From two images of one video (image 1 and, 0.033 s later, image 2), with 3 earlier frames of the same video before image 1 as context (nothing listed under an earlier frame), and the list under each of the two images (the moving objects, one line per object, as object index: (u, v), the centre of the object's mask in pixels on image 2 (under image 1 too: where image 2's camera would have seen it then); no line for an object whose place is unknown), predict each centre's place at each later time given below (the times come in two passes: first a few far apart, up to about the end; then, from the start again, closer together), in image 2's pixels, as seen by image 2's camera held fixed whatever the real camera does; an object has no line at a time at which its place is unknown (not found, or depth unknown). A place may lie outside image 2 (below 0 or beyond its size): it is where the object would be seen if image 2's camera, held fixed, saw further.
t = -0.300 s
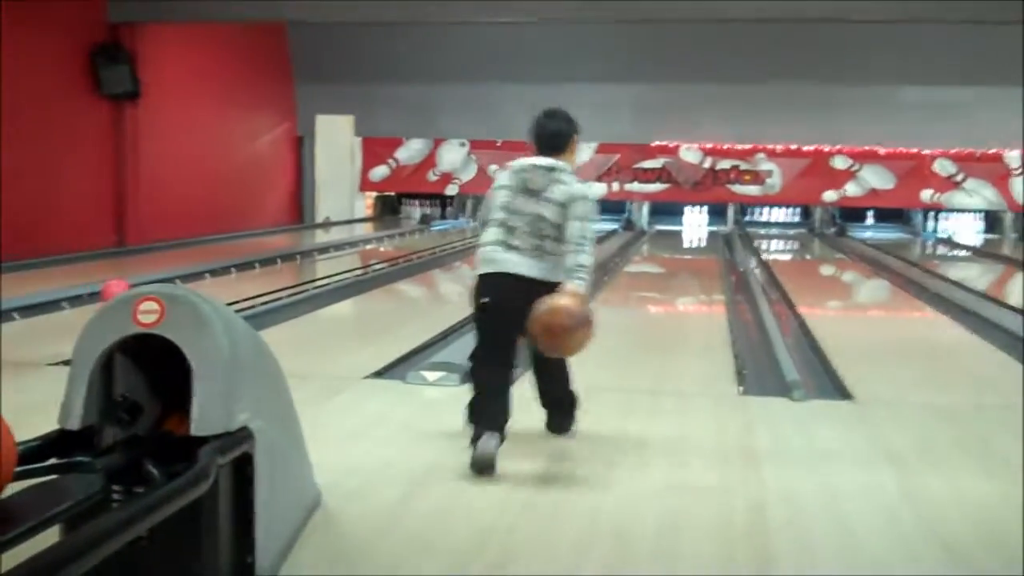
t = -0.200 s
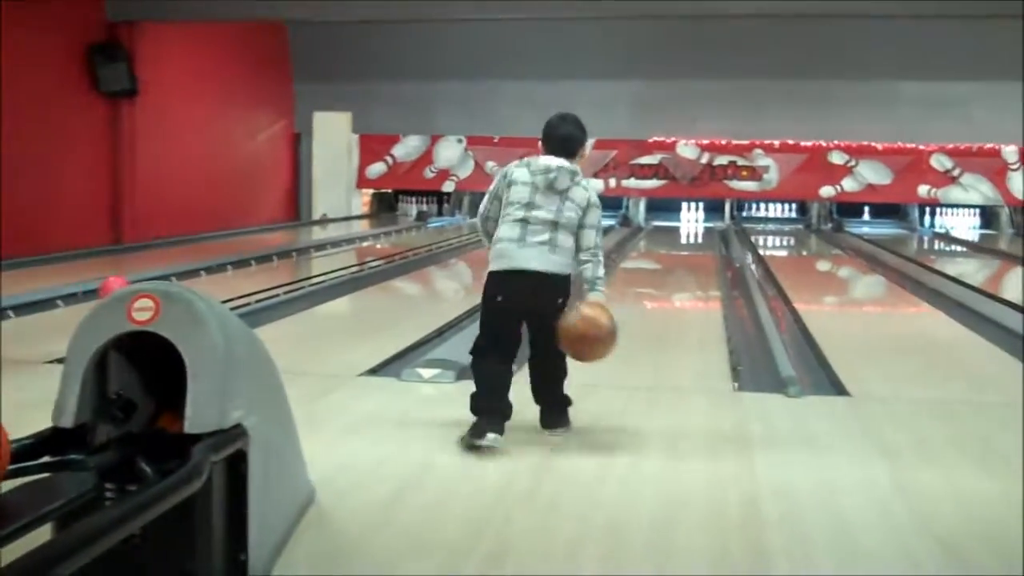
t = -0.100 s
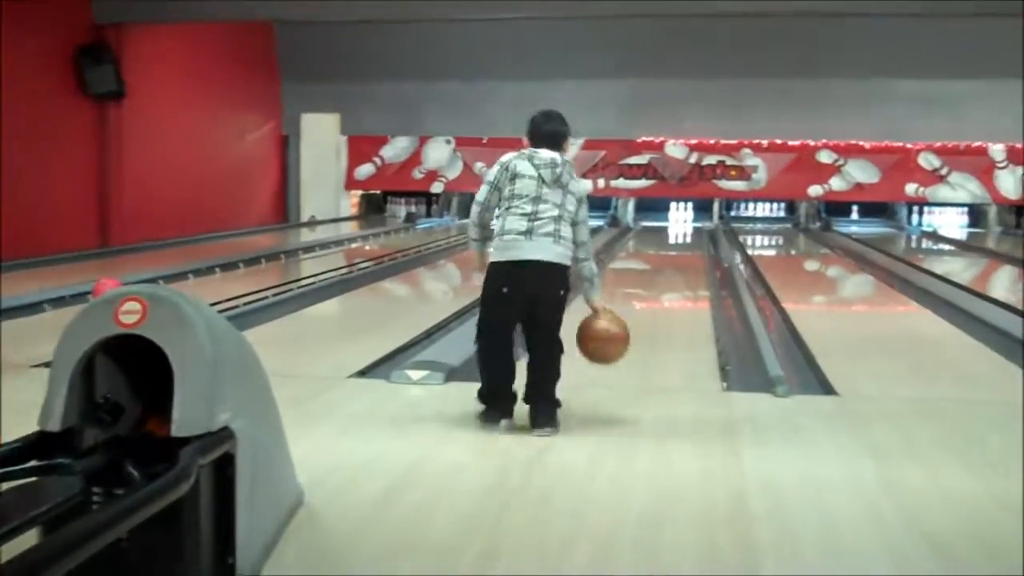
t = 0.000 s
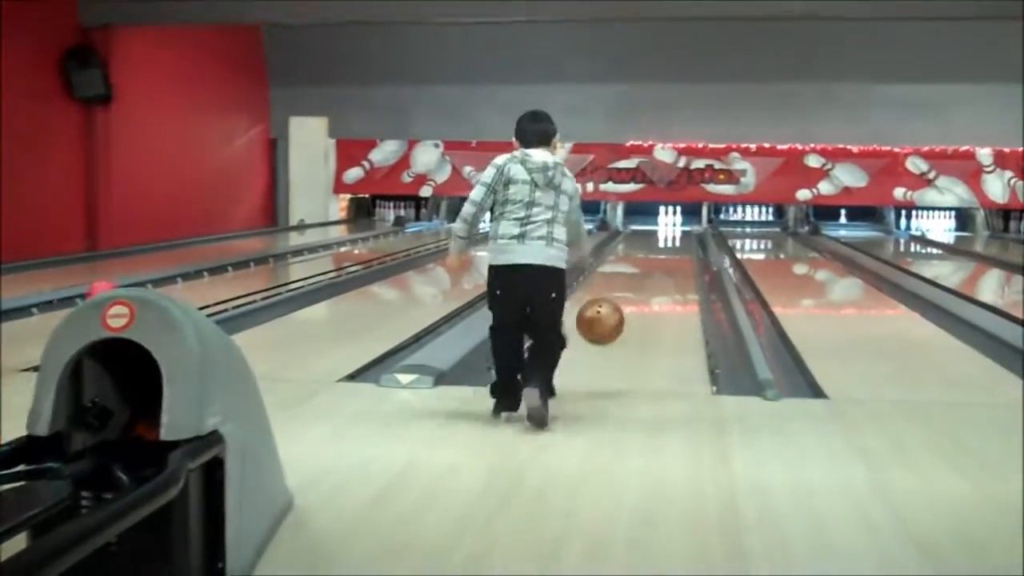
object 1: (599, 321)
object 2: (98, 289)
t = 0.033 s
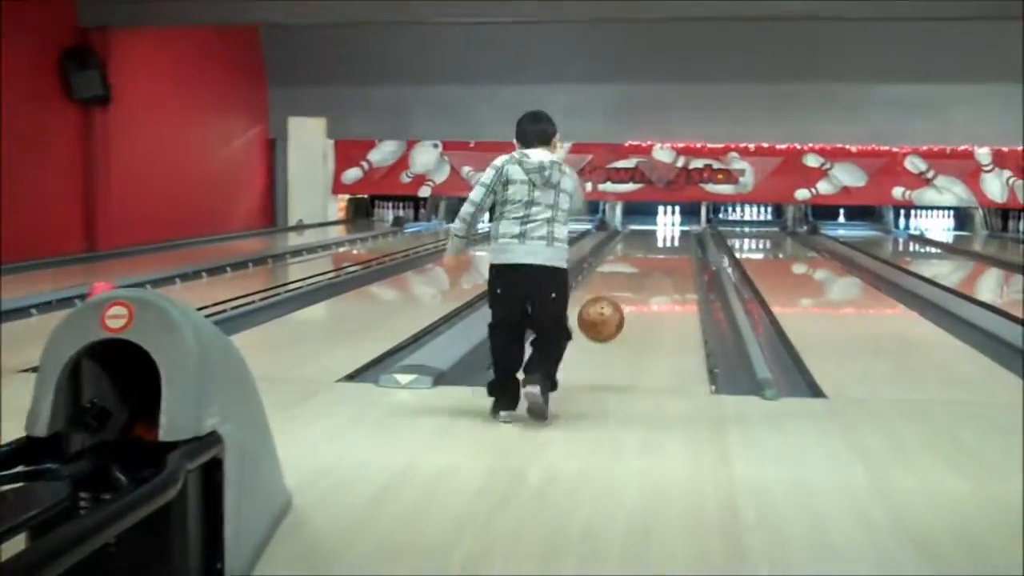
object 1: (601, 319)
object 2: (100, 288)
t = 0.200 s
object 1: (609, 340)
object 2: (109, 285)
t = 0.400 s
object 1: (615, 315)
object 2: (119, 284)
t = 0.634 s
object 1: (620, 296)
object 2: (130, 282)
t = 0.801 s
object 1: (623, 283)
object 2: (139, 282)
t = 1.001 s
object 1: (626, 273)
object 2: (147, 281)
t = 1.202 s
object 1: (626, 264)
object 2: (155, 280)
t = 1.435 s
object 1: (627, 256)
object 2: (163, 279)
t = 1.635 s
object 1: (626, 252)
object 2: (170, 278)
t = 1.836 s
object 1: (625, 248)
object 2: (176, 275)
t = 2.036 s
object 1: (625, 243)
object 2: (183, 274)
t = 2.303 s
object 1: (622, 239)
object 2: (191, 272)
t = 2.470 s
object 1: (622, 237)
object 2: (196, 271)
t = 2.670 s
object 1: (625, 234)
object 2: (201, 270)
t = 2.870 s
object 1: (628, 233)
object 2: (206, 267)
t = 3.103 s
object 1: (631, 231)
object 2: (212, 266)
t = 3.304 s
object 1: (633, 229)
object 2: (218, 265)
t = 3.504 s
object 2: (223, 264)
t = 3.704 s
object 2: (232, 263)
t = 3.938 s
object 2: (239, 262)
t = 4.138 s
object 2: (248, 261)
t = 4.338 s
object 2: (254, 259)
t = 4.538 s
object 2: (261, 258)
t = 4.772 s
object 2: (268, 256)
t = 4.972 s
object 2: (274, 255)
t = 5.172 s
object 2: (280, 255)
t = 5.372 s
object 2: (286, 254)
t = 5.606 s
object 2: (293, 253)
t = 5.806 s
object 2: (299, 252)
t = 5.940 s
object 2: (302, 252)
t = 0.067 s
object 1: (603, 319)
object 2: (103, 287)
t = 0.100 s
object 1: (604, 322)
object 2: (105, 287)
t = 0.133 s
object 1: (606, 327)
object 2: (106, 286)
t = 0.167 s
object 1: (608, 333)
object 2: (107, 286)
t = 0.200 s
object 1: (609, 340)
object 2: (109, 285)
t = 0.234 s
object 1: (610, 334)
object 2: (109, 285)
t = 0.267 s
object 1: (611, 327)
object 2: (113, 284)
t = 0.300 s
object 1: (612, 322)
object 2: (116, 284)
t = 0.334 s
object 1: (613, 320)
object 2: (116, 284)
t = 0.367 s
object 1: (614, 320)
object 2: (117, 283)
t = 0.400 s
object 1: (615, 315)
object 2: (119, 284)
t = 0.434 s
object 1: (616, 312)
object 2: (121, 283)
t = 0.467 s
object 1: (617, 310)
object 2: (121, 283)
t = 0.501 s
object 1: (617, 307)
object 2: (123, 283)
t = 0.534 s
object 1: (618, 304)
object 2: (125, 283)
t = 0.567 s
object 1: (619, 302)
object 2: (127, 282)
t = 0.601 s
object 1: (619, 298)
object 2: (128, 282)
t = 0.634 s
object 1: (620, 296)
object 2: (130, 282)
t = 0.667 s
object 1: (620, 294)
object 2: (131, 282)
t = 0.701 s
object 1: (621, 291)
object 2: (134, 282)
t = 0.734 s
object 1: (622, 287)
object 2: (136, 281)
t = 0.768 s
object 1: (623, 284)
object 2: (138, 281)
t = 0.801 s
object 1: (623, 283)
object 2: (139, 282)
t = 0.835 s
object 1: (624, 281)
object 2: (141, 281)
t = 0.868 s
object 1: (624, 279)
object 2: (142, 281)
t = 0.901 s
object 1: (625, 278)
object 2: (143, 281)
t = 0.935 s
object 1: (625, 276)
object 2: (145, 280)
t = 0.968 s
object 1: (625, 274)
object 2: (146, 281)
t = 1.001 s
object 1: (626, 273)
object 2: (147, 281)
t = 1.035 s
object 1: (626, 271)
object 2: (149, 281)
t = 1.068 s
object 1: (626, 270)
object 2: (150, 281)
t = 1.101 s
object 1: (626, 268)
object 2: (152, 281)
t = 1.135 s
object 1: (626, 266)
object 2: (153, 281)
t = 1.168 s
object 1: (626, 266)
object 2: (154, 280)
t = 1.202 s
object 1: (626, 264)
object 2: (155, 280)
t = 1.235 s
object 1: (626, 263)
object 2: (156, 281)
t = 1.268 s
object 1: (626, 262)
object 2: (158, 280)
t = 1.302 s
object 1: (626, 261)
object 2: (158, 280)
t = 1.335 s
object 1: (626, 260)
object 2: (160, 280)
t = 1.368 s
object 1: (627, 259)
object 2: (161, 280)
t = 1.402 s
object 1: (627, 257)
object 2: (162, 280)
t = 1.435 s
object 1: (627, 256)
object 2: (163, 279)
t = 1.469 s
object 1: (627, 255)
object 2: (164, 280)
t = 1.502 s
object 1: (626, 255)
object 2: (165, 279)
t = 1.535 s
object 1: (626, 254)
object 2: (166, 279)
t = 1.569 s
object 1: (626, 254)
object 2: (167, 279)
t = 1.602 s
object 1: (626, 253)
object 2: (169, 278)
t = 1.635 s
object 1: (626, 252)
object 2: (170, 278)
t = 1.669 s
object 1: (625, 251)
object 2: (171, 277)
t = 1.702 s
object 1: (625, 251)
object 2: (172, 277)
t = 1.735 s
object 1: (626, 250)
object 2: (173, 277)
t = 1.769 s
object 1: (625, 249)
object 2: (174, 277)
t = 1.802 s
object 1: (625, 249)
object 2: (175, 276)
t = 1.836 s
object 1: (625, 248)
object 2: (176, 275)
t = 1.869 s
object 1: (625, 248)
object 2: (177, 275)
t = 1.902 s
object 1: (625, 247)
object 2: (179, 275)
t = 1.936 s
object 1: (625, 246)
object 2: (180, 274)
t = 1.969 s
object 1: (624, 246)
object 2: (181, 274)
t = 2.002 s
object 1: (624, 244)
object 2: (182, 274)
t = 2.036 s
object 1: (625, 243)
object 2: (183, 274)
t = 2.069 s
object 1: (623, 243)
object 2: (184, 274)
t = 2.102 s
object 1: (624, 242)
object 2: (185, 274)
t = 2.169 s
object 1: (623, 241)
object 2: (187, 273)
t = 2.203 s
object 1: (623, 241)
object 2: (188, 273)
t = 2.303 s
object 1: (622, 239)
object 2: (191, 272)
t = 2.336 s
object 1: (622, 238)
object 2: (191, 272)
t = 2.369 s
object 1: (622, 238)
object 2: (193, 272)
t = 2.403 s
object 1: (622, 238)
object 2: (194, 271)
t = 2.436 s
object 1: (621, 238)
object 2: (195, 271)
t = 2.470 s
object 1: (622, 237)
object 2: (196, 271)
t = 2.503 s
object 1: (623, 236)
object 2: (196, 271)
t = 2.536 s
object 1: (623, 236)
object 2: (197, 271)
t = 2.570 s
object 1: (624, 235)
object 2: (198, 270)
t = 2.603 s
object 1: (624, 235)
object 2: (199, 270)
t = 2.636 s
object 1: (624, 235)
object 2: (200, 270)
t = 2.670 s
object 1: (625, 234)
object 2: (201, 270)
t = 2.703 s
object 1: (627, 234)
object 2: (202, 269)
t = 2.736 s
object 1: (626, 234)
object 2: (203, 269)
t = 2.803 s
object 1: (627, 233)
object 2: (205, 268)
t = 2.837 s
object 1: (628, 233)
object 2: (206, 268)
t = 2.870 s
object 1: (628, 233)
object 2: (206, 267)
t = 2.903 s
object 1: (629, 232)
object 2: (207, 268)
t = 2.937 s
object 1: (629, 232)
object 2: (208, 267)
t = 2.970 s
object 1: (630, 232)
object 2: (209, 267)
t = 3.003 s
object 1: (630, 232)
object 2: (210, 266)
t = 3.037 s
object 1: (630, 232)
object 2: (210, 266)
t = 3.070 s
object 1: (631, 232)
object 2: (212, 266)
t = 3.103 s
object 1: (631, 231)
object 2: (212, 266)
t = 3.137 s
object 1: (631, 231)
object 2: (213, 266)
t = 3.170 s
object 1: (632, 230)
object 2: (213, 266)
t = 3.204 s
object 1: (632, 230)
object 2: (214, 266)
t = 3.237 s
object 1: (632, 229)
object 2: (215, 266)
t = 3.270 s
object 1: (632, 229)
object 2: (216, 265)
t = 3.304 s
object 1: (633, 229)
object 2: (218, 265)
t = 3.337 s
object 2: (218, 265)
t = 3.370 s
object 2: (219, 264)
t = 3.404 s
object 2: (220, 264)
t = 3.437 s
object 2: (221, 264)
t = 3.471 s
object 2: (222, 264)
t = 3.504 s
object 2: (223, 264)
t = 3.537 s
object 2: (224, 263)
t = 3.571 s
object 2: (225, 263)
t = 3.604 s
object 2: (227, 263)
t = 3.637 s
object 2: (228, 263)
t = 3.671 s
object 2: (230, 262)
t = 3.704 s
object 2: (232, 263)
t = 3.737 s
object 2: (233, 263)
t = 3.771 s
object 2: (234, 262)
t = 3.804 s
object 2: (235, 262)
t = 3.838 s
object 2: (235, 262)
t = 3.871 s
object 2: (237, 262)
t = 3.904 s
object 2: (238, 262)
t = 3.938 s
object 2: (239, 262)
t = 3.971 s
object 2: (241, 262)
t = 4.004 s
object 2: (242, 262)
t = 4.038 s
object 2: (242, 261)
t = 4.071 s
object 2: (244, 262)
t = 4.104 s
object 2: (247, 261)
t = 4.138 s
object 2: (248, 261)
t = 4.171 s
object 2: (248, 261)
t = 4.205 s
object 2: (250, 260)
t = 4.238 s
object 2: (251, 260)
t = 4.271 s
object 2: (252, 260)
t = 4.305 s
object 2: (253, 260)
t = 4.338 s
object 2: (254, 259)
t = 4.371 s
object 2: (255, 259)
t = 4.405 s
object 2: (257, 258)
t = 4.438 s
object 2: (257, 258)
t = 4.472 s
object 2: (260, 258)
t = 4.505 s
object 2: (260, 258)
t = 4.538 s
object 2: (261, 258)
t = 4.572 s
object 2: (262, 257)
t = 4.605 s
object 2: (263, 258)
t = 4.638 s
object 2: (263, 257)
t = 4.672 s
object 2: (265, 257)
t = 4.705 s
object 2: (267, 257)
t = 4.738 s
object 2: (267, 256)
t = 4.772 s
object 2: (268, 256)
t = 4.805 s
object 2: (268, 256)
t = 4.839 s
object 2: (270, 256)
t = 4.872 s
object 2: (270, 255)
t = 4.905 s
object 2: (271, 255)
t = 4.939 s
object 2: (272, 255)
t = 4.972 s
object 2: (274, 255)
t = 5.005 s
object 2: (276, 255)
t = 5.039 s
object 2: (276, 256)
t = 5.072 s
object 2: (278, 256)
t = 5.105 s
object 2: (279, 255)
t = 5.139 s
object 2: (279, 255)
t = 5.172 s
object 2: (280, 255)
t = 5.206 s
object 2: (281, 255)
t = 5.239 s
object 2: (282, 255)
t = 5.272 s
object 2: (283, 254)
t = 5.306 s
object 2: (284, 254)
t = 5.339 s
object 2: (285, 254)
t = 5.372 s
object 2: (286, 254)
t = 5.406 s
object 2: (288, 254)
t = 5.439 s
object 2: (288, 254)
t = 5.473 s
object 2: (289, 253)
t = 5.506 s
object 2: (290, 253)
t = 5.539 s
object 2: (290, 253)
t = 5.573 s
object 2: (292, 254)
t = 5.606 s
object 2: (293, 253)
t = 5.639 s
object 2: (294, 253)
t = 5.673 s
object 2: (295, 253)
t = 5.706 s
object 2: (296, 252)
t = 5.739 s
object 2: (298, 252)
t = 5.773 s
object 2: (298, 252)
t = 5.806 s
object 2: (299, 252)
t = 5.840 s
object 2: (299, 252)
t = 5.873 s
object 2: (300, 252)
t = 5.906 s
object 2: (302, 251)
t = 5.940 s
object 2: (302, 252)
